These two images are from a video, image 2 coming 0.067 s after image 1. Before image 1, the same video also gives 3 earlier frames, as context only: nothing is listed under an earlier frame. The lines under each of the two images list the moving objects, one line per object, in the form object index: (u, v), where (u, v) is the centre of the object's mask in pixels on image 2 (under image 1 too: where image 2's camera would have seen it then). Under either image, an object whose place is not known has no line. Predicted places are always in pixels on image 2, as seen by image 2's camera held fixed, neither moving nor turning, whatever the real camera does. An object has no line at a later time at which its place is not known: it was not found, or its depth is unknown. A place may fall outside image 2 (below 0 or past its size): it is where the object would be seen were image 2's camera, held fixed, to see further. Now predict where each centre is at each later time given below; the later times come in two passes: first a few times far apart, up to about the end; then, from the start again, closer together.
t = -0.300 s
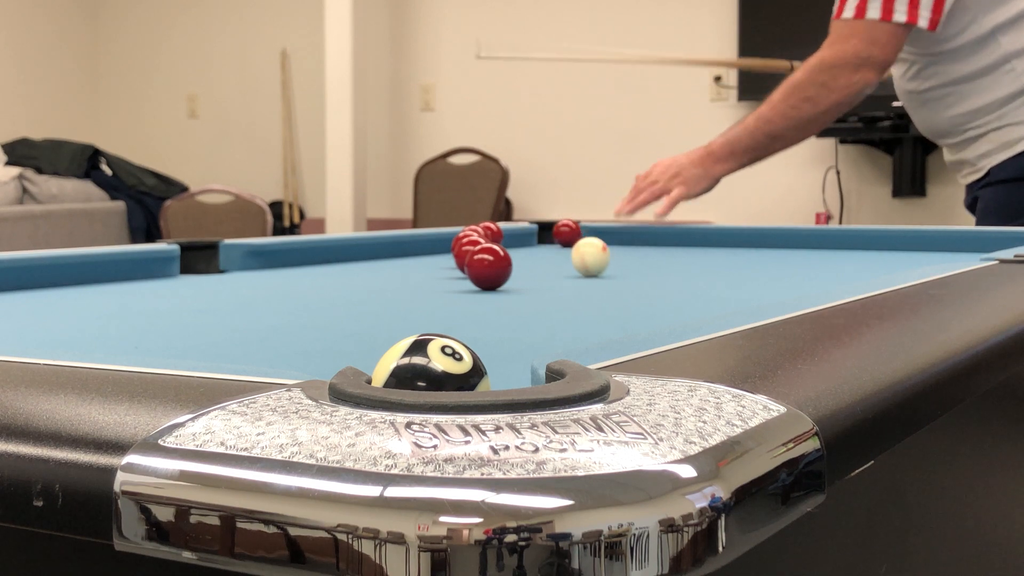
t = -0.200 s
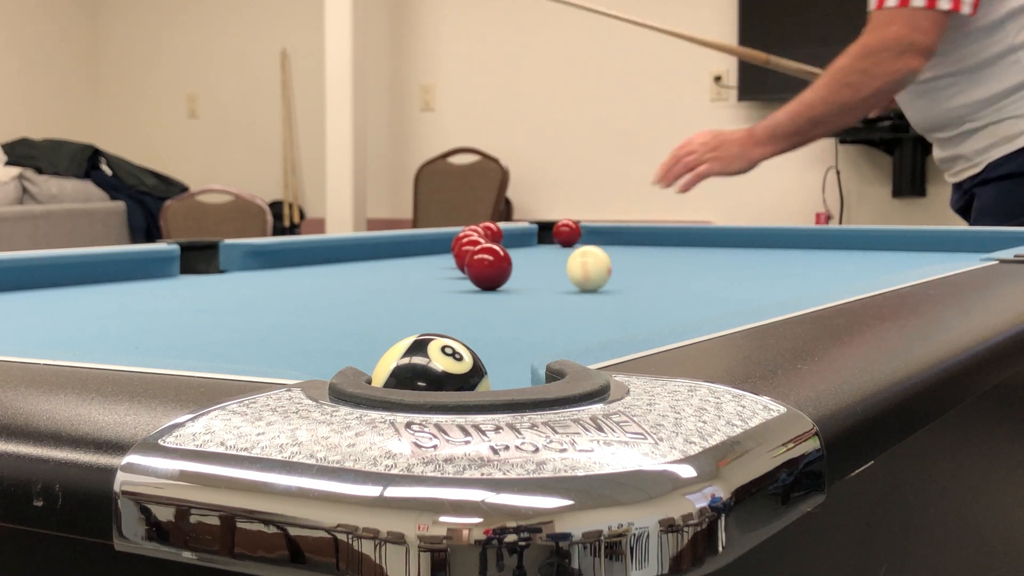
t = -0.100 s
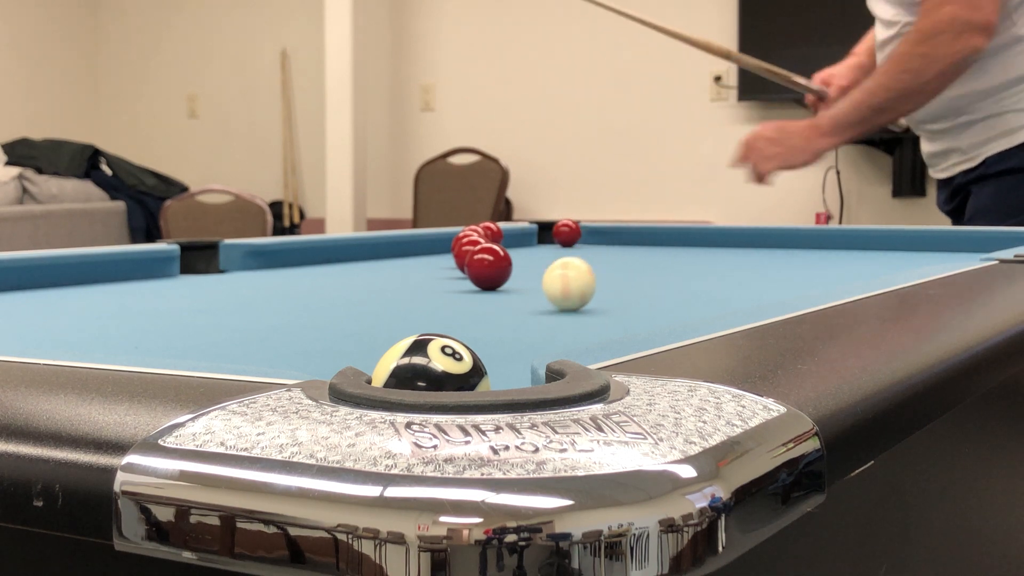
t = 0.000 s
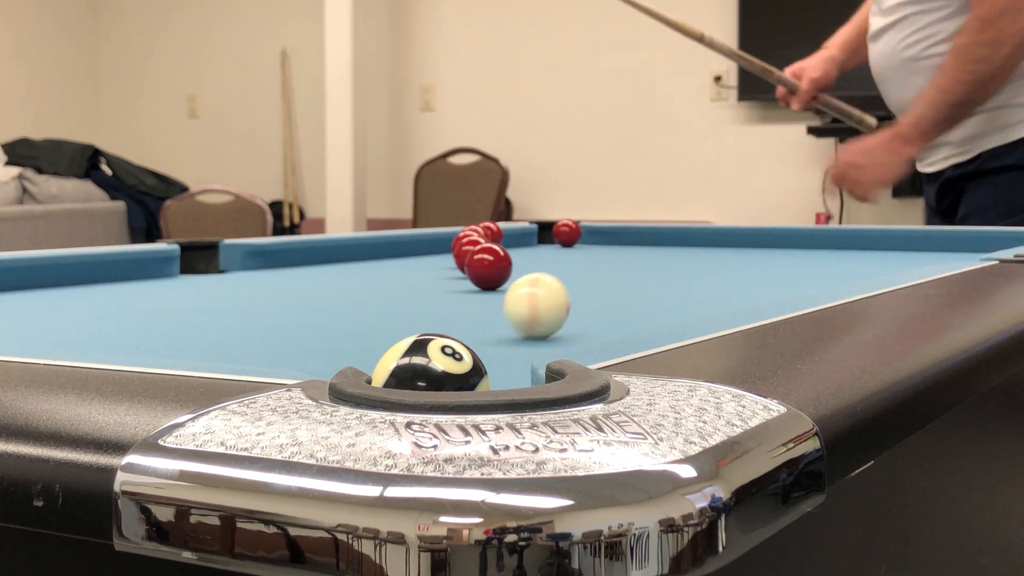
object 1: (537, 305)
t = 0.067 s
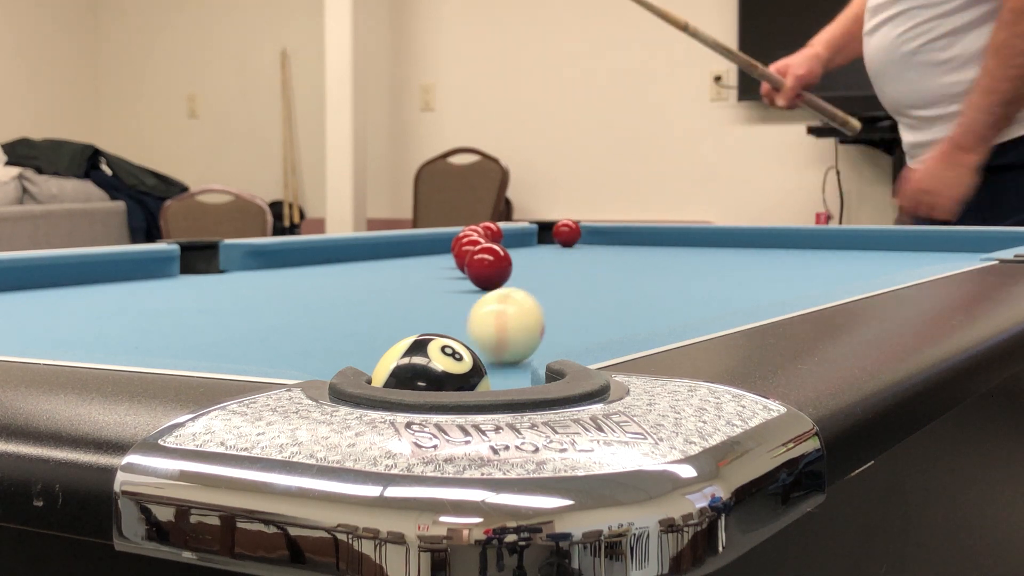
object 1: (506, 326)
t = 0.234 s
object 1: (359, 357)
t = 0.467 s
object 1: (233, 346)
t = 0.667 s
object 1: (198, 341)
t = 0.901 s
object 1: (163, 336)
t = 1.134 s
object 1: (133, 332)
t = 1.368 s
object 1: (109, 329)
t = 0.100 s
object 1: (492, 333)
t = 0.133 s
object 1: (477, 338)
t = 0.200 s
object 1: (387, 354)
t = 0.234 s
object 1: (359, 357)
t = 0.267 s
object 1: (316, 354)
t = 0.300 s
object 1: (279, 354)
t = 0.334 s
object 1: (249, 352)
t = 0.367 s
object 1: (246, 350)
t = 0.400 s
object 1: (243, 349)
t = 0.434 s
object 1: (239, 347)
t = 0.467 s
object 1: (233, 346)
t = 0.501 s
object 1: (227, 345)
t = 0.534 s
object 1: (221, 344)
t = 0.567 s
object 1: (215, 343)
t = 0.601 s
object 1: (209, 342)
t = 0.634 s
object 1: (203, 342)
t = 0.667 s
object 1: (198, 341)
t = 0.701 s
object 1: (193, 340)
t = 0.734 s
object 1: (187, 340)
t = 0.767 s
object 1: (182, 339)
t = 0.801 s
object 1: (177, 338)
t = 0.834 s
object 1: (172, 337)
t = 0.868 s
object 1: (167, 337)
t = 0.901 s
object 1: (163, 336)
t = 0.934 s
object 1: (159, 336)
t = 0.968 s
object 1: (154, 335)
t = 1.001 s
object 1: (150, 335)
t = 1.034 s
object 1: (146, 334)
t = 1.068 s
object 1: (142, 333)
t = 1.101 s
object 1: (137, 333)
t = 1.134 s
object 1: (133, 332)
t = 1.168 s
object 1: (130, 332)
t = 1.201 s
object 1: (126, 331)
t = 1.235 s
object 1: (122, 331)
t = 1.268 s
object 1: (119, 331)
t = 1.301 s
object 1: (115, 330)
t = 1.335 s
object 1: (112, 330)
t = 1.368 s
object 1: (109, 329)
